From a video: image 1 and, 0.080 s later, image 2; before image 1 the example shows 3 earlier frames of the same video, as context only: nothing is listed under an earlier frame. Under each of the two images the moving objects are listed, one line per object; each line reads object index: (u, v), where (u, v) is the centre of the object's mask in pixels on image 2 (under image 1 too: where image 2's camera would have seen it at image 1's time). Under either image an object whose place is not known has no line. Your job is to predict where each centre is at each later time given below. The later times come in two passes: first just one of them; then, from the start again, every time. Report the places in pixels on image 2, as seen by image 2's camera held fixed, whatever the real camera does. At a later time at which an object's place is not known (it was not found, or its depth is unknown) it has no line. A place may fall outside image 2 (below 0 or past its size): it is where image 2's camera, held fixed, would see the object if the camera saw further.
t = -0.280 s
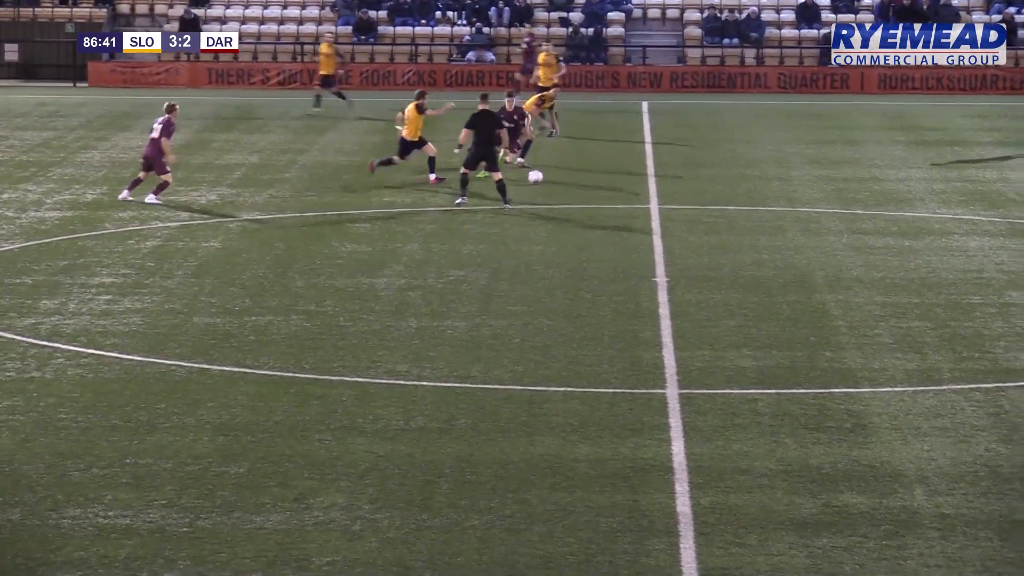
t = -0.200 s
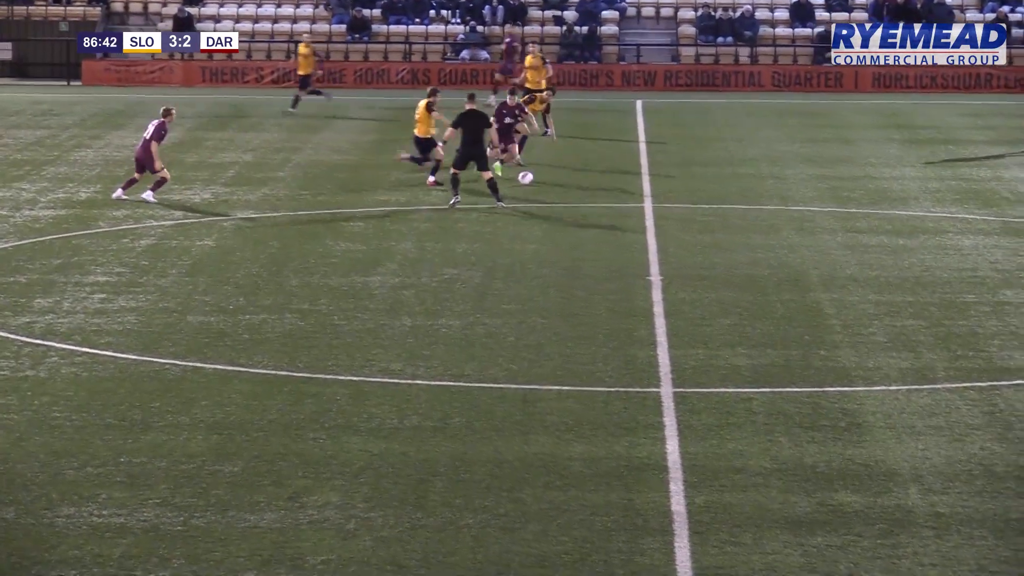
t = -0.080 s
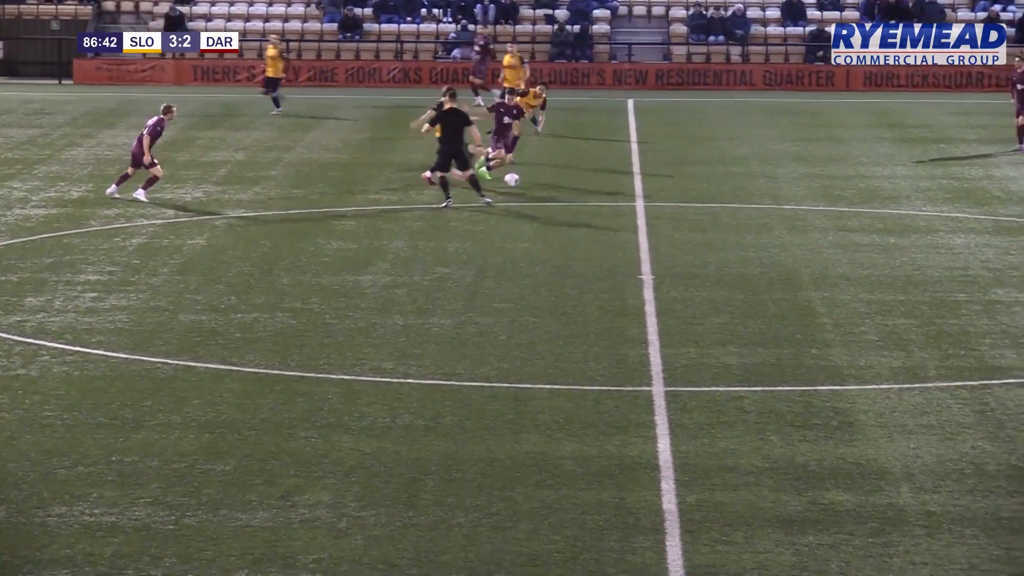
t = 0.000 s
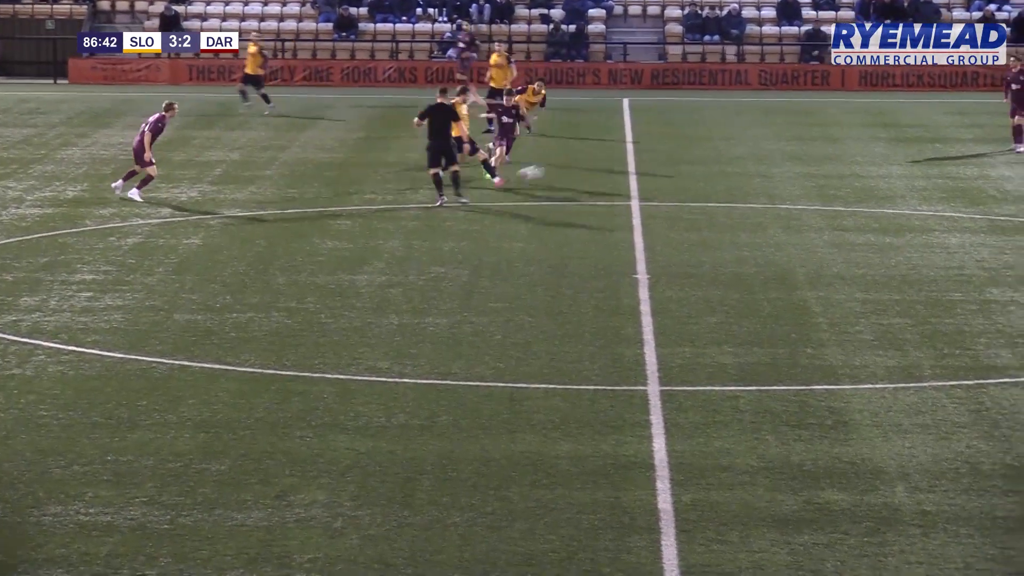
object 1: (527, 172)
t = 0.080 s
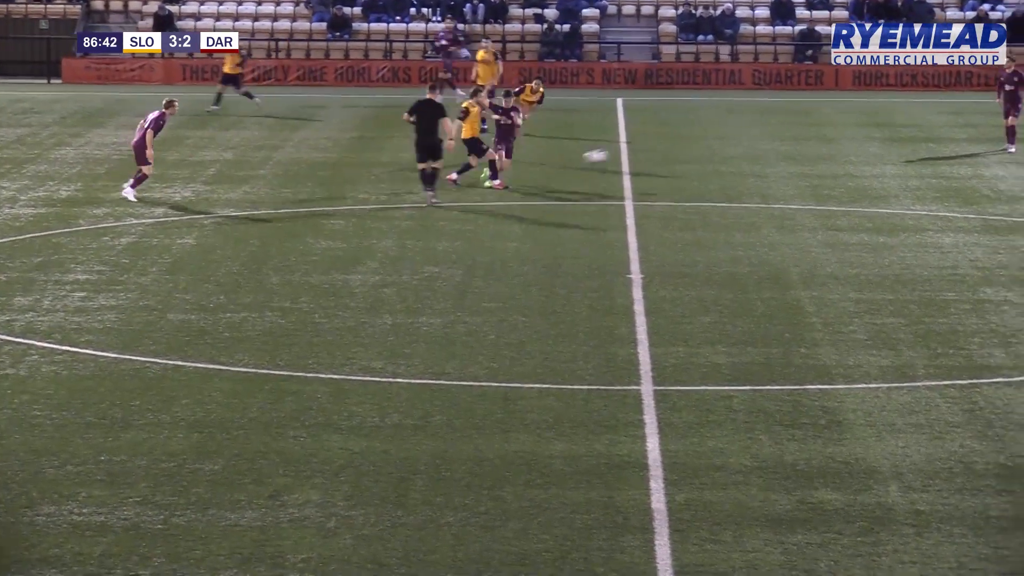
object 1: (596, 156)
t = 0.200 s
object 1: (696, 141)
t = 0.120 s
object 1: (631, 149)
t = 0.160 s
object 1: (663, 144)
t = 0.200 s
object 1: (696, 141)
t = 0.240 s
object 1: (728, 139)
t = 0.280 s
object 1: (760, 136)
